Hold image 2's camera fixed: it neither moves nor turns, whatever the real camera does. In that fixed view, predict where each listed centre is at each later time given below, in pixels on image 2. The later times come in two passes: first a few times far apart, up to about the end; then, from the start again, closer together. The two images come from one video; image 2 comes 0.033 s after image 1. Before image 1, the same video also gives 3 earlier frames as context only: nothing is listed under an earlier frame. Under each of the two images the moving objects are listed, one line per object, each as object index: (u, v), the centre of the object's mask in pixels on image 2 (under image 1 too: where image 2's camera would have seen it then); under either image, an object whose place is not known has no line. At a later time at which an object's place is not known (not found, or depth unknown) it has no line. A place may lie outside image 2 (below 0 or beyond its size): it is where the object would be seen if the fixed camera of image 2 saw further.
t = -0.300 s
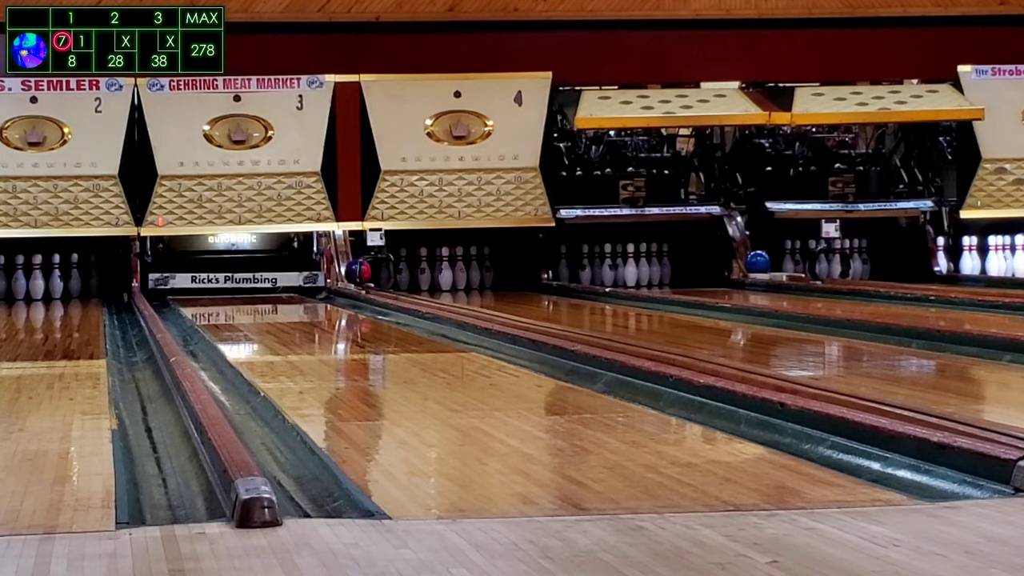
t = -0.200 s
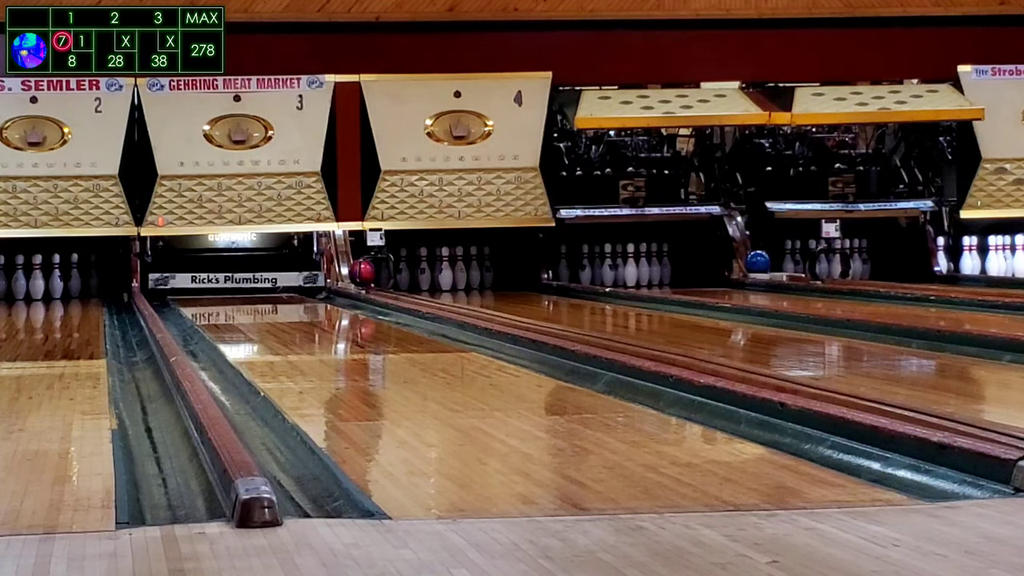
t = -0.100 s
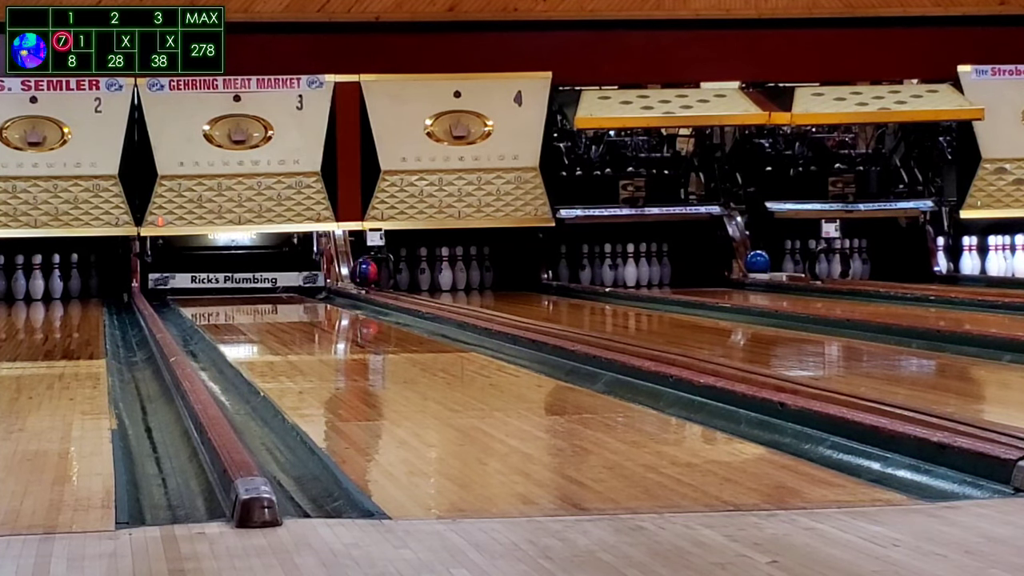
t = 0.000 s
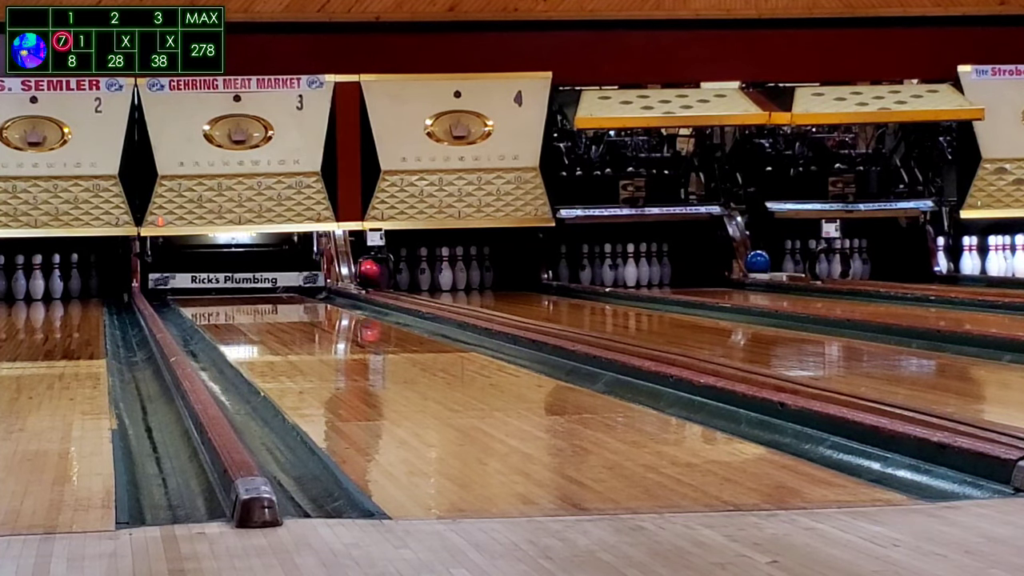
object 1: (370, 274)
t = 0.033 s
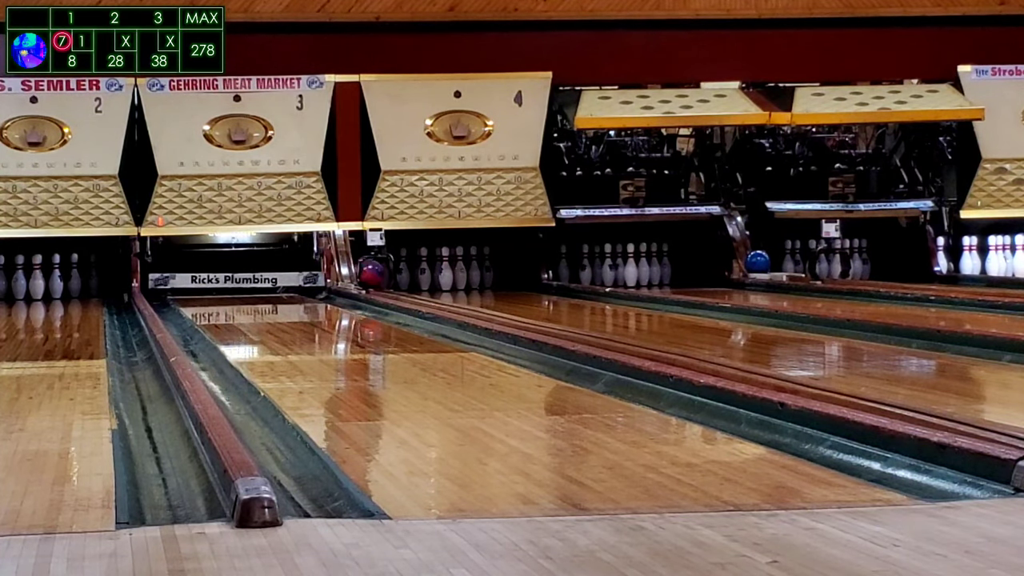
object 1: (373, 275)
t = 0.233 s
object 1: (376, 276)
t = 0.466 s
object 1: (387, 277)
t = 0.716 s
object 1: (398, 279)
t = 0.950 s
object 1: (409, 281)
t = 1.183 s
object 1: (422, 283)
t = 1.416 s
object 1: (434, 285)
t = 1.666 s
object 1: (449, 288)
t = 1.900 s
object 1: (464, 290)
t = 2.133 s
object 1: (480, 292)
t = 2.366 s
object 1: (498, 296)
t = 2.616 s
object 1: (520, 300)
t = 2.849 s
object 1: (542, 303)
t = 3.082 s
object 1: (566, 307)
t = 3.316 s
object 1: (594, 311)
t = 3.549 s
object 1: (624, 316)
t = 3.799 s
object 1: (662, 322)
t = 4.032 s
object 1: (702, 329)
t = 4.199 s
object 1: (734, 336)
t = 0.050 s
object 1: (373, 275)
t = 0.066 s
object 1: (372, 274)
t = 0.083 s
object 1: (373, 274)
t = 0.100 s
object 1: (373, 274)
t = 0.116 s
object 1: (374, 273)
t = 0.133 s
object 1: (374, 273)
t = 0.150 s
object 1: (375, 273)
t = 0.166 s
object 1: (374, 277)
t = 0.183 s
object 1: (375, 273)
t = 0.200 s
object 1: (376, 276)
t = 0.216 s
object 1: (376, 275)
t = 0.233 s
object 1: (376, 276)
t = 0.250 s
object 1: (378, 276)
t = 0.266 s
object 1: (378, 276)
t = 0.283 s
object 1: (378, 276)
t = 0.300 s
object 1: (379, 276)
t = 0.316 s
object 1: (381, 276)
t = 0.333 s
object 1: (381, 276)
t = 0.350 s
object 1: (382, 276)
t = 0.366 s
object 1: (383, 276)
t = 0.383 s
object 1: (384, 276)
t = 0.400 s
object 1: (384, 276)
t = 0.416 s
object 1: (385, 277)
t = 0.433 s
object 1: (386, 277)
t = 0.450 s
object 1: (386, 277)
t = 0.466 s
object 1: (387, 277)
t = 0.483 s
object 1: (387, 277)
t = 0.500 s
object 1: (388, 277)
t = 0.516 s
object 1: (388, 278)
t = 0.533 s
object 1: (389, 278)
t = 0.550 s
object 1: (390, 278)
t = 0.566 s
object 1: (391, 278)
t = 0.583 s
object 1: (391, 278)
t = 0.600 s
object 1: (393, 278)
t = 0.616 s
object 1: (393, 278)
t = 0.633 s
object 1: (394, 278)
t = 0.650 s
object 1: (395, 278)
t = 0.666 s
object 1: (395, 278)
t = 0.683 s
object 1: (396, 279)
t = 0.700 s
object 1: (397, 279)
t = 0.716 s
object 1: (398, 279)
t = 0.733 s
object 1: (399, 279)
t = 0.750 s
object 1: (399, 279)
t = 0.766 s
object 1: (400, 280)
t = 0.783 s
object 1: (401, 279)
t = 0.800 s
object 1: (402, 279)
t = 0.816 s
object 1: (403, 279)
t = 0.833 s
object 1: (403, 280)
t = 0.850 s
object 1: (404, 280)
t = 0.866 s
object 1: (404, 280)
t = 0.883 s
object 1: (405, 280)
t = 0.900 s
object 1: (407, 280)
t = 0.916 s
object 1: (408, 280)
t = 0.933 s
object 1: (409, 280)
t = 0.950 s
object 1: (409, 281)
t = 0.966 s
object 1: (410, 281)
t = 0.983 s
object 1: (410, 281)
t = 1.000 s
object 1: (411, 281)
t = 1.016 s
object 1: (412, 281)
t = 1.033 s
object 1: (413, 281)
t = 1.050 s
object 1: (414, 281)
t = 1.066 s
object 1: (414, 282)
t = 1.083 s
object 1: (415, 282)
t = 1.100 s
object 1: (416, 282)
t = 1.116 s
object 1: (417, 282)
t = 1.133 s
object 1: (420, 282)
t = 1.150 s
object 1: (420, 282)
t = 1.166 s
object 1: (421, 283)
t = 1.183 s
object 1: (422, 283)
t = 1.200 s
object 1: (422, 283)
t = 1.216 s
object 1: (423, 283)
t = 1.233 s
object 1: (424, 283)
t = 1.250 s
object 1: (425, 284)
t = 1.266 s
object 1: (426, 284)
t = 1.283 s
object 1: (426, 284)
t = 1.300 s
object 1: (427, 284)
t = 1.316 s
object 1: (428, 284)
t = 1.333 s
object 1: (429, 284)
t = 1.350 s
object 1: (430, 285)
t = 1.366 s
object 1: (432, 285)
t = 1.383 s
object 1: (433, 285)
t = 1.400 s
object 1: (434, 285)
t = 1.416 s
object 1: (434, 285)
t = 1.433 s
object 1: (435, 285)
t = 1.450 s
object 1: (435, 285)
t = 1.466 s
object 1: (437, 286)
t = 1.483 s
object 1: (438, 286)
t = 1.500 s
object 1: (439, 286)
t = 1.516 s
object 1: (440, 286)
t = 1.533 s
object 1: (442, 286)
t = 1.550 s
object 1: (442, 287)
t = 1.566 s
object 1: (443, 287)
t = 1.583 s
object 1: (444, 287)
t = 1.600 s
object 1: (445, 287)
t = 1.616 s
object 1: (446, 287)
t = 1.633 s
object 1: (447, 287)
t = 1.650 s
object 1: (448, 287)
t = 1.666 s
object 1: (449, 288)
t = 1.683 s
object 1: (450, 287)
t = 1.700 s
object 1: (451, 288)
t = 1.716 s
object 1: (452, 288)
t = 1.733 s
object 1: (453, 288)
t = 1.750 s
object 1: (454, 288)
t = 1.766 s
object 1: (455, 288)
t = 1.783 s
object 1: (456, 288)
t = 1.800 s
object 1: (457, 289)
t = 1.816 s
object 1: (458, 289)
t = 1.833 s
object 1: (459, 289)
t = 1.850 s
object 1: (461, 289)
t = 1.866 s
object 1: (462, 289)
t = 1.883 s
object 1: (463, 290)
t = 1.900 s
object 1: (464, 290)
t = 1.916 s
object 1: (465, 290)
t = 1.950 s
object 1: (466, 290)
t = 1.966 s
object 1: (467, 291)
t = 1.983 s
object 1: (468, 291)
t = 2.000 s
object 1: (469, 291)
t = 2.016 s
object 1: (470, 291)
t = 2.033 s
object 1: (472, 291)
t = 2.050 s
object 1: (473, 291)
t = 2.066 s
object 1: (475, 292)
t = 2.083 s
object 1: (476, 292)
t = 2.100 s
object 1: (478, 292)
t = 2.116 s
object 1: (479, 292)
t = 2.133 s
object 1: (480, 292)
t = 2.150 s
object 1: (481, 293)
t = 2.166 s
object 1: (483, 293)
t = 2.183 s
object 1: (484, 293)
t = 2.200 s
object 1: (485, 294)
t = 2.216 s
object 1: (486, 294)
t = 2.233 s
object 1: (487, 294)
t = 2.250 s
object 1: (489, 294)
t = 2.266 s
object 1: (490, 294)
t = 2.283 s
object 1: (492, 295)
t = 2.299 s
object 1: (493, 295)
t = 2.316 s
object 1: (495, 295)
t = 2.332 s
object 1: (496, 295)
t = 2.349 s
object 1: (497, 295)
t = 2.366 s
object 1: (498, 296)
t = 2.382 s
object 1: (500, 296)
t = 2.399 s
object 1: (501, 296)
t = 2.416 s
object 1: (503, 297)
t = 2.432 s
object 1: (504, 297)
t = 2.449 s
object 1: (505, 297)
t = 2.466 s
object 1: (506, 297)
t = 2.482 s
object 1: (508, 298)
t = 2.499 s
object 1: (509, 298)
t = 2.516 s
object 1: (511, 298)
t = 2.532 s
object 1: (513, 299)
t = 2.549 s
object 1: (514, 299)
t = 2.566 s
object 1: (515, 299)
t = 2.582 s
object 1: (516, 299)
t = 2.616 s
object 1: (520, 300)
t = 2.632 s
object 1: (522, 300)
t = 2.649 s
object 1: (523, 300)
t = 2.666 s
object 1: (524, 301)
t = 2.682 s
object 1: (525, 301)
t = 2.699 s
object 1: (528, 301)
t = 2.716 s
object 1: (529, 301)
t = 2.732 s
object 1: (531, 301)
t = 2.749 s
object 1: (532, 302)
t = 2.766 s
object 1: (534, 302)
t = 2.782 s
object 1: (535, 302)
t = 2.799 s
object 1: (537, 302)
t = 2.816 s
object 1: (539, 303)
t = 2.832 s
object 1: (540, 303)
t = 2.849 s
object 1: (542, 303)
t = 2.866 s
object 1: (543, 303)
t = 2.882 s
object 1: (545, 304)
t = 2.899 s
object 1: (547, 304)
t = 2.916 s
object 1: (549, 304)
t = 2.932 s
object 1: (551, 305)
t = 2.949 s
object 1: (553, 304)
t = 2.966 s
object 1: (555, 305)
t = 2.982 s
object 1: (556, 305)
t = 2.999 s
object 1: (558, 306)
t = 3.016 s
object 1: (559, 306)
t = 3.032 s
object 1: (561, 306)
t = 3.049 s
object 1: (563, 306)
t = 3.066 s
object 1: (565, 307)
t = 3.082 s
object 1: (566, 307)
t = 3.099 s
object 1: (568, 307)
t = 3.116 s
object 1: (570, 307)
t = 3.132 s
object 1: (572, 308)
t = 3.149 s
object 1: (574, 308)
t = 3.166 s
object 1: (576, 308)
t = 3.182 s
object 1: (578, 309)
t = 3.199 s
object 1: (580, 309)
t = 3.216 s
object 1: (582, 309)
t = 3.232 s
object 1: (584, 309)
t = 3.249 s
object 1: (586, 310)
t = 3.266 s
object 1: (588, 310)
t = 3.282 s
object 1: (590, 310)
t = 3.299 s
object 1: (592, 310)
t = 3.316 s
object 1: (594, 311)
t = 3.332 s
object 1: (596, 311)
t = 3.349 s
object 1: (598, 312)
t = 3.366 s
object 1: (600, 312)
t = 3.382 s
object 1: (602, 312)
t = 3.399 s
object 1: (604, 313)
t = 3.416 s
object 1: (607, 313)
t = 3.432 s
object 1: (608, 314)
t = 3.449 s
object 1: (611, 314)
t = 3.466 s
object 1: (613, 314)
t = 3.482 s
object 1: (615, 315)
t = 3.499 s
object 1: (618, 315)
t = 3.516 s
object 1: (620, 315)
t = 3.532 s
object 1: (622, 316)
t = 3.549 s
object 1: (624, 316)
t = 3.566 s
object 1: (627, 317)
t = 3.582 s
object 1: (629, 317)
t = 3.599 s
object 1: (632, 318)
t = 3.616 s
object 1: (634, 318)
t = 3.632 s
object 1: (636, 318)
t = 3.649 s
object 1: (639, 319)
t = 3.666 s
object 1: (641, 319)
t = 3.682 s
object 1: (644, 319)
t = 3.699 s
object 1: (647, 320)
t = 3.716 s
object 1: (649, 320)
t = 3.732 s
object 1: (652, 321)
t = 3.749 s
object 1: (654, 321)
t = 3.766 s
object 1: (657, 321)
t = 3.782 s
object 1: (659, 322)
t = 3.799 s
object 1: (662, 322)
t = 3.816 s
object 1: (664, 322)
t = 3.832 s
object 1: (667, 323)
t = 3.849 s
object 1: (670, 323)
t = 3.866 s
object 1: (673, 324)
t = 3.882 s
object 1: (675, 324)
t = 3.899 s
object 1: (678, 325)
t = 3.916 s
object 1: (681, 325)
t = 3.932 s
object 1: (684, 326)
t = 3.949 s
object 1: (687, 326)
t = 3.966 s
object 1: (690, 327)
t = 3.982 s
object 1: (693, 327)
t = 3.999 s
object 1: (696, 328)
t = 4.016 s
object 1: (699, 329)
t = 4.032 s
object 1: (702, 329)
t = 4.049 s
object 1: (704, 330)
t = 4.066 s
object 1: (708, 330)
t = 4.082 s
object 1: (711, 331)
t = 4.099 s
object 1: (714, 332)
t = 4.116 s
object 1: (717, 332)
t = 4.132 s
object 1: (721, 333)
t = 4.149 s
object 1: (724, 333)
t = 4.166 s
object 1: (727, 334)
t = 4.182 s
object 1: (731, 335)
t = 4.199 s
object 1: (734, 336)
